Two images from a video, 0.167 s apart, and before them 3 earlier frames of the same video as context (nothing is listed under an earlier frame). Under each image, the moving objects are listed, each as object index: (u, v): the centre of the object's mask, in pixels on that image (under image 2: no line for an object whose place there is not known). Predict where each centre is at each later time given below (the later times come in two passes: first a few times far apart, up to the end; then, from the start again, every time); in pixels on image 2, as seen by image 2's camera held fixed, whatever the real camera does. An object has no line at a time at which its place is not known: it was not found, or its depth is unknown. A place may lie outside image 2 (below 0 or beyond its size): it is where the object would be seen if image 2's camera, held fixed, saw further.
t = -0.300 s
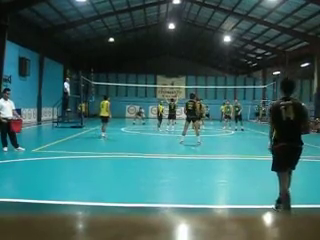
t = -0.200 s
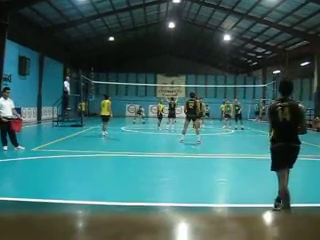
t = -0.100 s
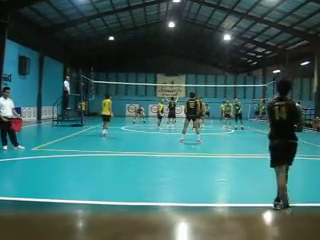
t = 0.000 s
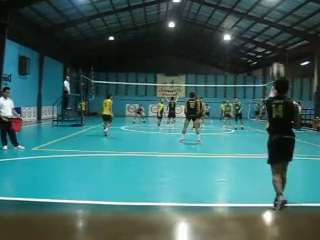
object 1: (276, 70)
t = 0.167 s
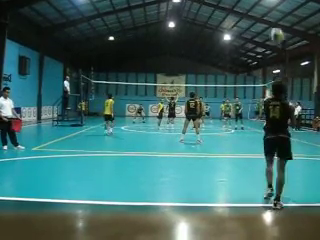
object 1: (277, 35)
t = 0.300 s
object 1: (275, 20)
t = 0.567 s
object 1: (273, 25)
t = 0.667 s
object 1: (272, 37)
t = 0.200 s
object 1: (276, 30)
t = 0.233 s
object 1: (276, 26)
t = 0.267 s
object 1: (275, 23)
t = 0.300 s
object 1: (275, 20)
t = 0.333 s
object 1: (274, 19)
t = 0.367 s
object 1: (274, 18)
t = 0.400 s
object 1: (274, 18)
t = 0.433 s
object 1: (274, 18)
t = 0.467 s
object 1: (274, 19)
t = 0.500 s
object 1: (273, 20)
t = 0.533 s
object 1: (273, 22)
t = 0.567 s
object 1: (273, 25)
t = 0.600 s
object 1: (273, 28)
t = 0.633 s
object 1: (273, 32)
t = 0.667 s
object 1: (272, 37)
